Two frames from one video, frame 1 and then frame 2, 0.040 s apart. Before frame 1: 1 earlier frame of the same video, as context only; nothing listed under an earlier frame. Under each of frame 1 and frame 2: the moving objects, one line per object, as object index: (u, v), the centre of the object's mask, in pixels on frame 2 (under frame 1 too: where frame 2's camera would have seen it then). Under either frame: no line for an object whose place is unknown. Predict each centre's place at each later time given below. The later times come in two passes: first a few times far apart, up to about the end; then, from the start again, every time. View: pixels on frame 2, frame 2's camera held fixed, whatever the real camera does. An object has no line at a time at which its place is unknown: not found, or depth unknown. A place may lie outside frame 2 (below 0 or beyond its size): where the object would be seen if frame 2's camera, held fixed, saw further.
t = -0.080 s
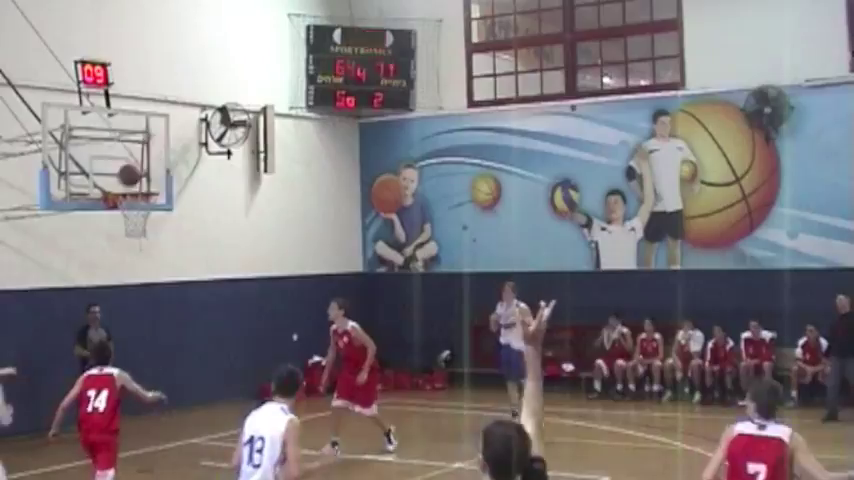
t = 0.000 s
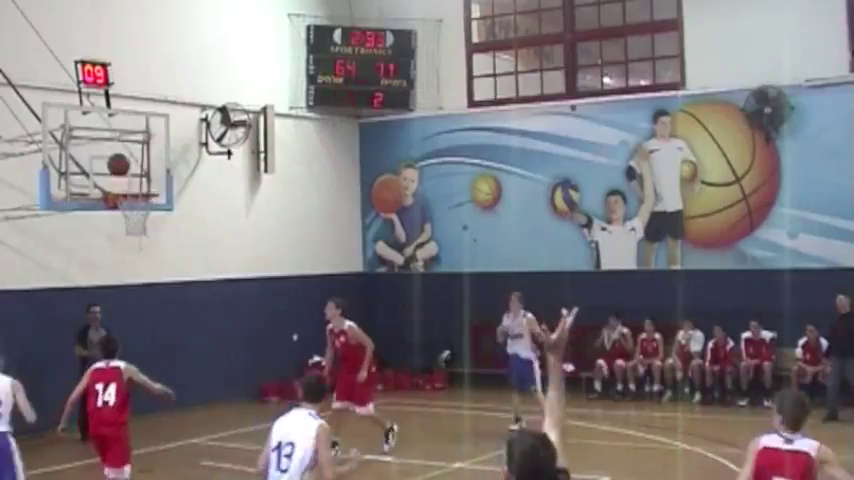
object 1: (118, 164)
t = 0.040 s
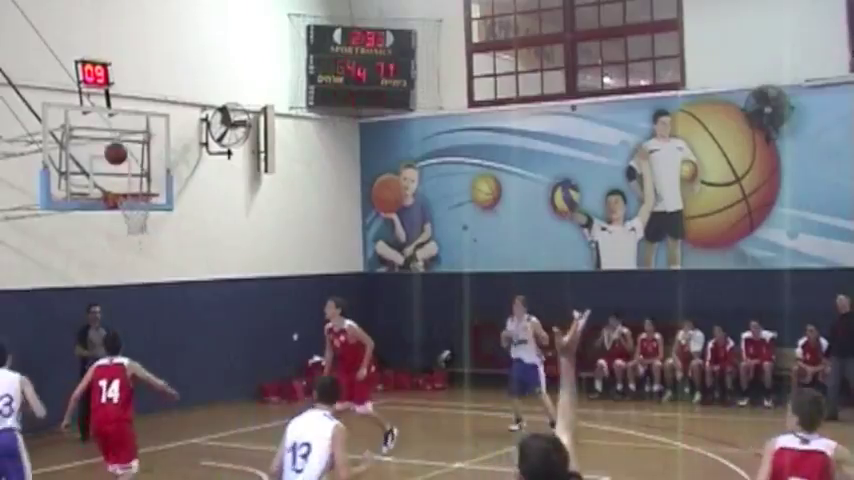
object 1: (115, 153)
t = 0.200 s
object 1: (118, 123)
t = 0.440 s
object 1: (149, 119)
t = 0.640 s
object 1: (176, 157)
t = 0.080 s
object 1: (113, 144)
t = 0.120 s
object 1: (110, 136)
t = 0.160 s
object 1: (113, 129)
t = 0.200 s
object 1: (118, 123)
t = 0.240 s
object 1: (123, 119)
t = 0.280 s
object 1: (129, 116)
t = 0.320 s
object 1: (134, 114)
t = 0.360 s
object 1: (139, 115)
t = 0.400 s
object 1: (144, 116)
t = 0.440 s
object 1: (149, 119)
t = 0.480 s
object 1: (154, 124)
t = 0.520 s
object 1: (160, 130)
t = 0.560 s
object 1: (165, 138)
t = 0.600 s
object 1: (171, 146)
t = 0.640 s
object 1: (176, 157)
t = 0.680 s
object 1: (181, 169)
